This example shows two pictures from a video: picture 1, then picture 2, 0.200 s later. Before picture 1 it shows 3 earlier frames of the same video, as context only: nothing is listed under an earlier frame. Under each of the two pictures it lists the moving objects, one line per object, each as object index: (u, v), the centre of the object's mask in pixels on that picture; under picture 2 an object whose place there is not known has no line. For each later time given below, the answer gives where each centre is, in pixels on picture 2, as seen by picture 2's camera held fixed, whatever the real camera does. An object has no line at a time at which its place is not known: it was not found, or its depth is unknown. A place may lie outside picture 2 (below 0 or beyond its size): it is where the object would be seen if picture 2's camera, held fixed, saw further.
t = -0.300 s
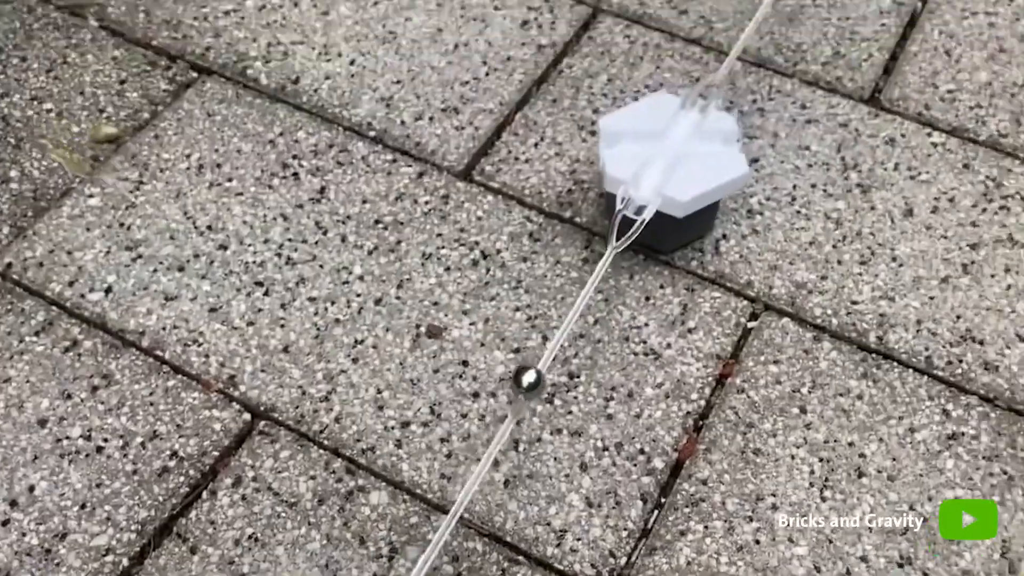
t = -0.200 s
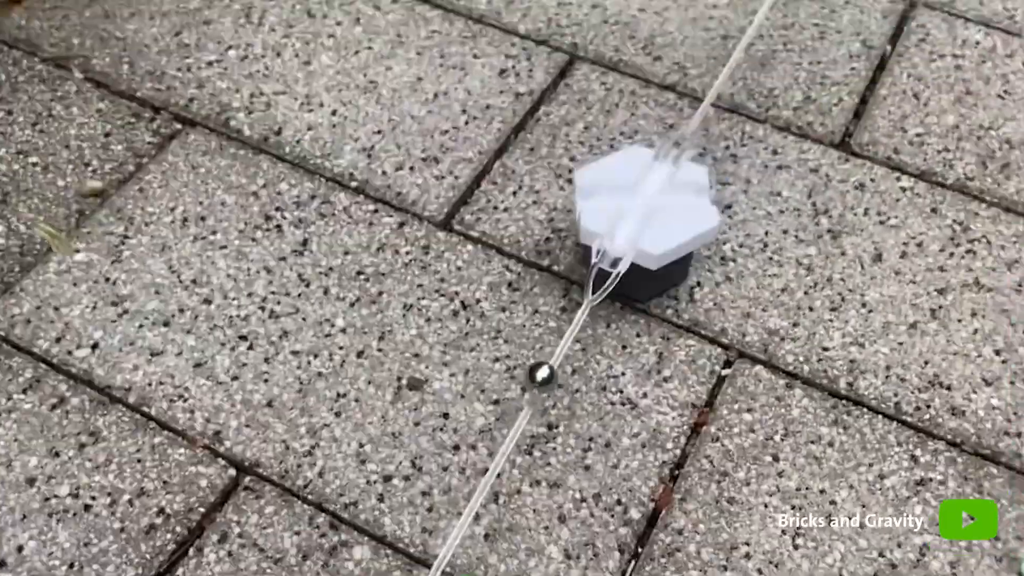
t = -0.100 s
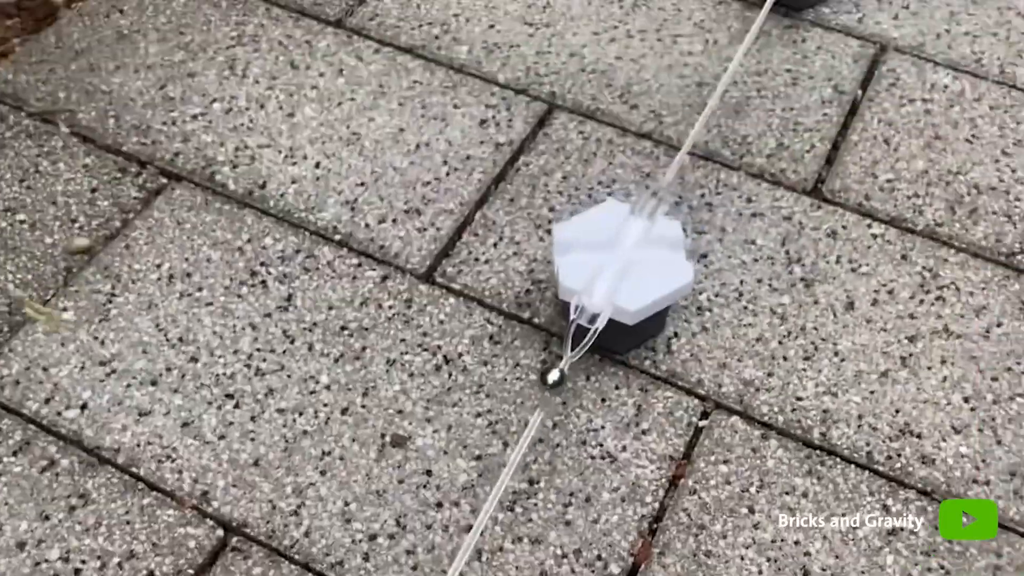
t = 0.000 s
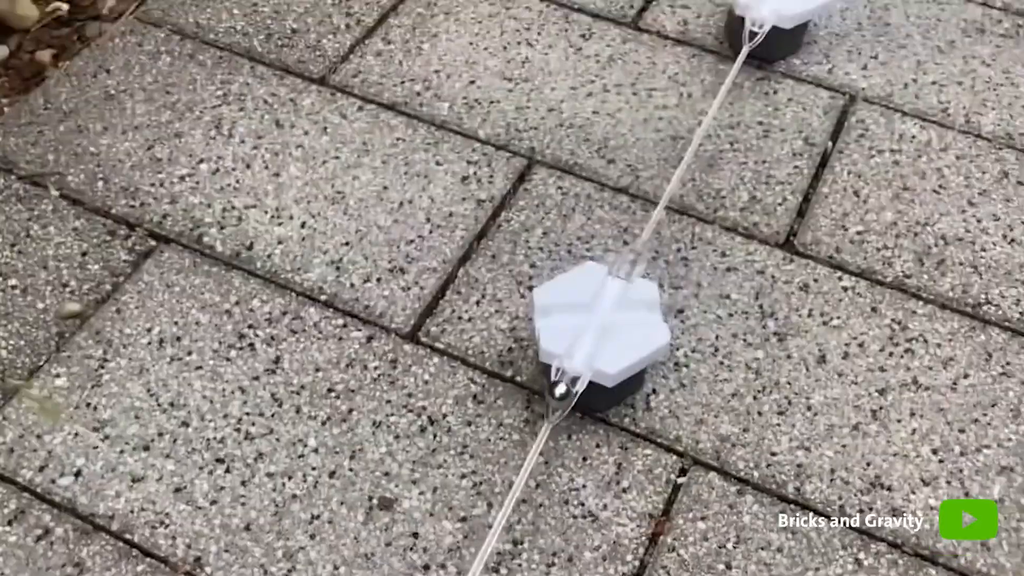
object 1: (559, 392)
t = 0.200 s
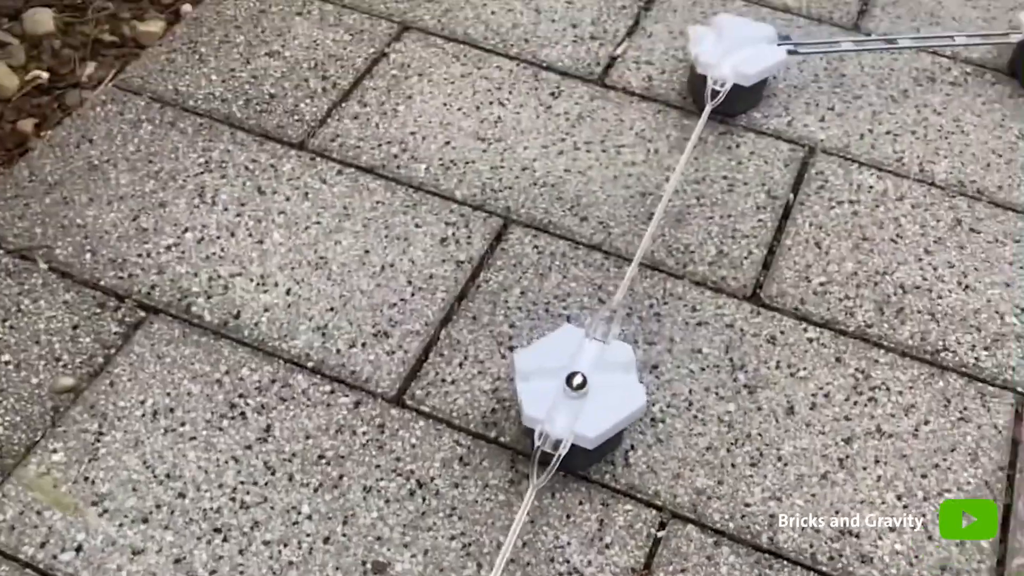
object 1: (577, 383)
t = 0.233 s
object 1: (582, 370)
